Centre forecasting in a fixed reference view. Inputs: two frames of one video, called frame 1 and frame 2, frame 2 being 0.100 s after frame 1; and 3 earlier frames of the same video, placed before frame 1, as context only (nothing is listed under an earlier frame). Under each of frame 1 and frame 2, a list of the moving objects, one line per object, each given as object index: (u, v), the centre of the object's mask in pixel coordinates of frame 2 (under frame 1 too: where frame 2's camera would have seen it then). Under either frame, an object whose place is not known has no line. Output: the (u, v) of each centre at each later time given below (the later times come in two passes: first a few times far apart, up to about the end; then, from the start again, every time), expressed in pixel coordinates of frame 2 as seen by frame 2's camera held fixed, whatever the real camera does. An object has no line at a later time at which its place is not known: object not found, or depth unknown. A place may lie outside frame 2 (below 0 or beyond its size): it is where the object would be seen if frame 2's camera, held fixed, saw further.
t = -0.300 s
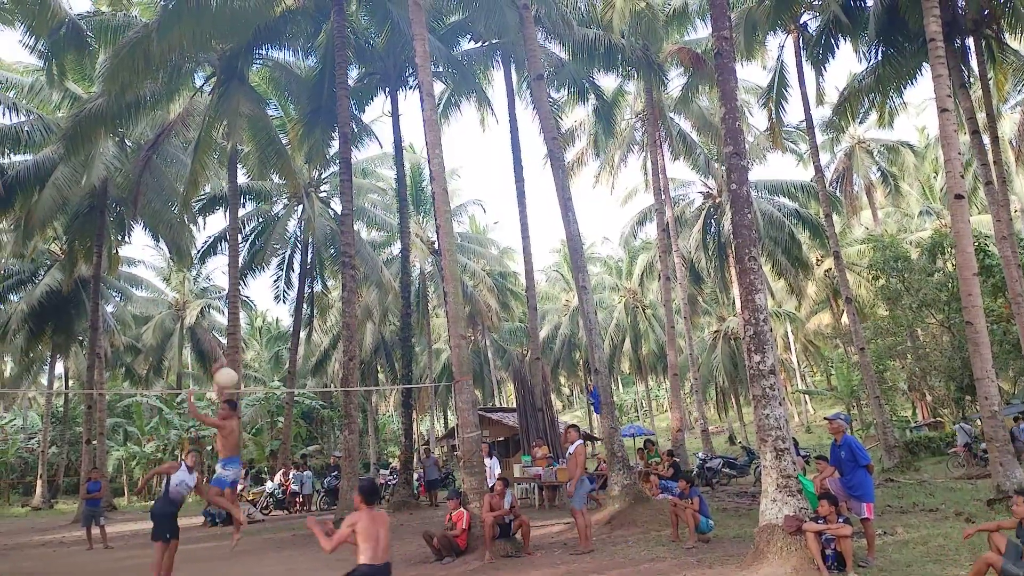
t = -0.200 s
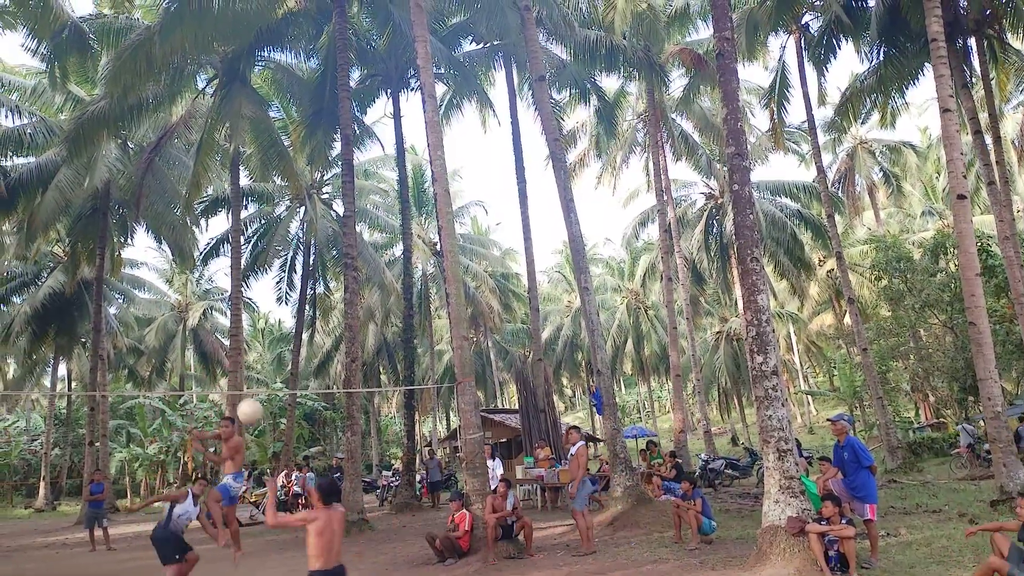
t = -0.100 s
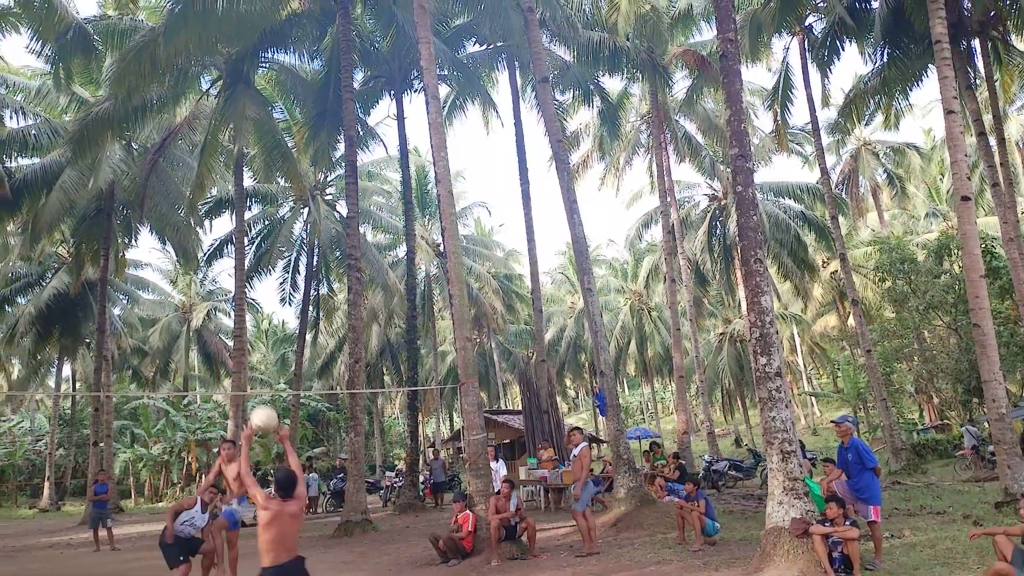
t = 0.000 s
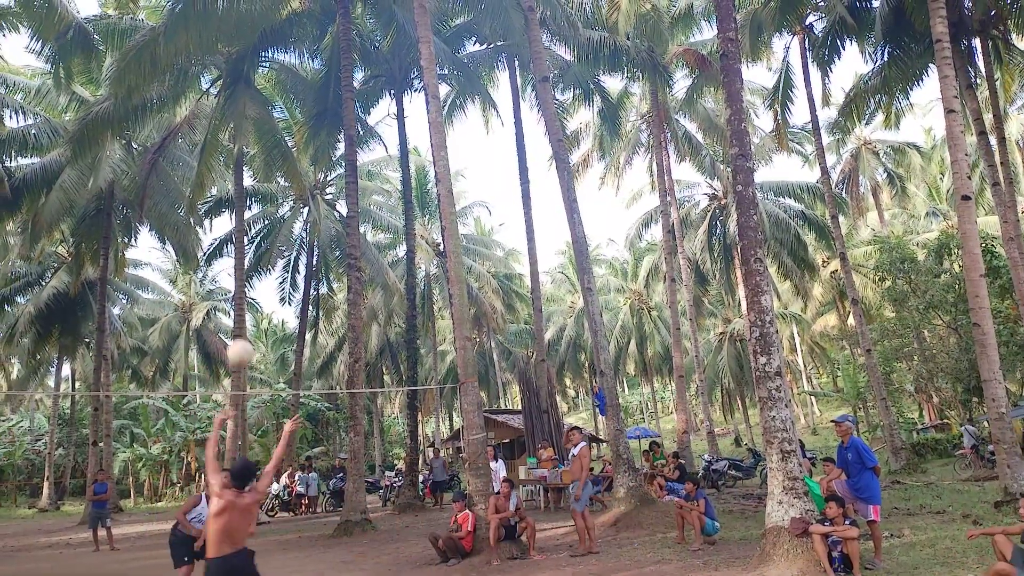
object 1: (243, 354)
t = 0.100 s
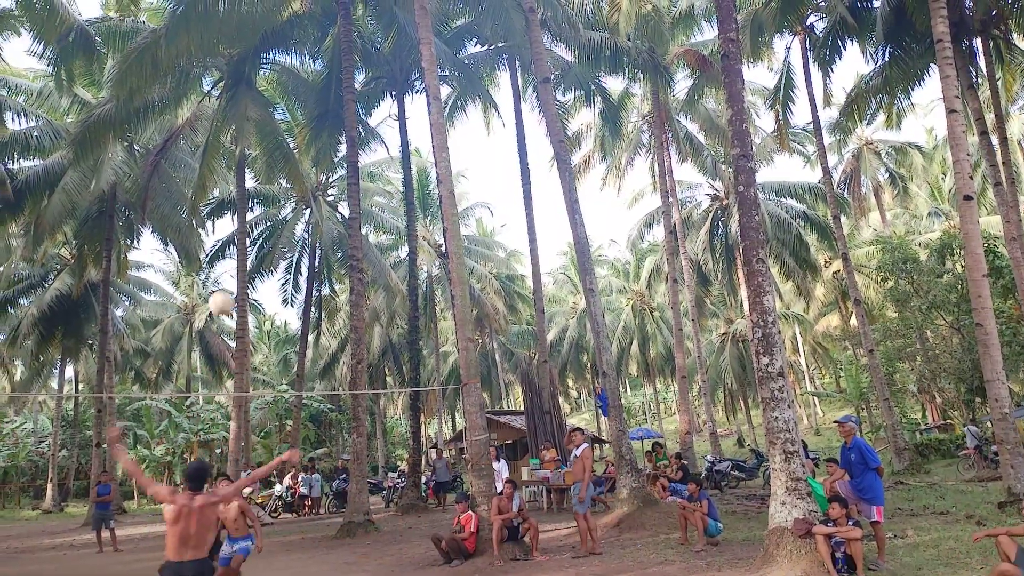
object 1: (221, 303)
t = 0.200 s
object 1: (200, 267)
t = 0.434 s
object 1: (157, 231)
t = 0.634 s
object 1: (122, 245)
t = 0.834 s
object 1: (92, 296)
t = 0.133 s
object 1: (214, 290)
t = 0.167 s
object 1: (207, 278)
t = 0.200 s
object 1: (200, 267)
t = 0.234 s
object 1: (194, 259)
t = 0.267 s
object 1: (188, 251)
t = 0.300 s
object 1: (182, 245)
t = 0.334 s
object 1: (176, 239)
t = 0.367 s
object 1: (170, 235)
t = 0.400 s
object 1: (163, 232)
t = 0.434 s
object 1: (157, 231)
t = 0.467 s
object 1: (150, 231)
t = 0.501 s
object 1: (145, 232)
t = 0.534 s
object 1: (139, 233)
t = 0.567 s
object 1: (133, 237)
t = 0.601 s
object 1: (128, 241)
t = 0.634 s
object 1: (122, 245)
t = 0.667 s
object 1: (117, 251)
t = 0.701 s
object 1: (112, 258)
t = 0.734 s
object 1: (107, 266)
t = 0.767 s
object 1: (102, 275)
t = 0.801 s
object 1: (96, 286)
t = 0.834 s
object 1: (92, 296)
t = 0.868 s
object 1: (86, 308)
